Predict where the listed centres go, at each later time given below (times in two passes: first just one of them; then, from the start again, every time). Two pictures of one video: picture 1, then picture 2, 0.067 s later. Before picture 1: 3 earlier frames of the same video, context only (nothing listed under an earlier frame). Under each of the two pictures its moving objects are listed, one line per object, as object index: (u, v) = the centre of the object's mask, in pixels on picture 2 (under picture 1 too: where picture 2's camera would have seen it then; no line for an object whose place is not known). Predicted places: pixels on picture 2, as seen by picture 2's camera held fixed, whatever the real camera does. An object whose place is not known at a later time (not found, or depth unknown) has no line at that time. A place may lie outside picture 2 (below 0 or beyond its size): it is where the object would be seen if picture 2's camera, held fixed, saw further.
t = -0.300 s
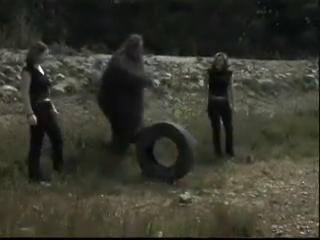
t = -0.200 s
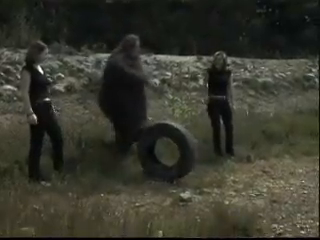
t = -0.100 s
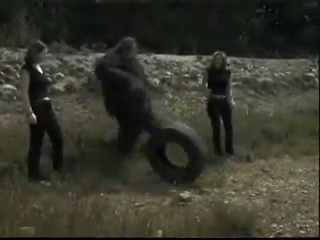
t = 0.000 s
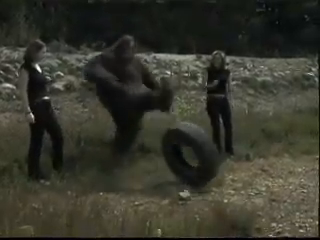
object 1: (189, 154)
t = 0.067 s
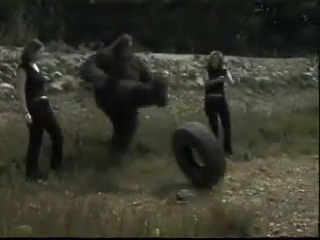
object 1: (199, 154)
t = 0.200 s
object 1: (221, 158)
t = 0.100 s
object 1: (204, 155)
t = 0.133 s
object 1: (210, 156)
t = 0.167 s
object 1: (216, 157)
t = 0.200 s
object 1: (221, 158)
